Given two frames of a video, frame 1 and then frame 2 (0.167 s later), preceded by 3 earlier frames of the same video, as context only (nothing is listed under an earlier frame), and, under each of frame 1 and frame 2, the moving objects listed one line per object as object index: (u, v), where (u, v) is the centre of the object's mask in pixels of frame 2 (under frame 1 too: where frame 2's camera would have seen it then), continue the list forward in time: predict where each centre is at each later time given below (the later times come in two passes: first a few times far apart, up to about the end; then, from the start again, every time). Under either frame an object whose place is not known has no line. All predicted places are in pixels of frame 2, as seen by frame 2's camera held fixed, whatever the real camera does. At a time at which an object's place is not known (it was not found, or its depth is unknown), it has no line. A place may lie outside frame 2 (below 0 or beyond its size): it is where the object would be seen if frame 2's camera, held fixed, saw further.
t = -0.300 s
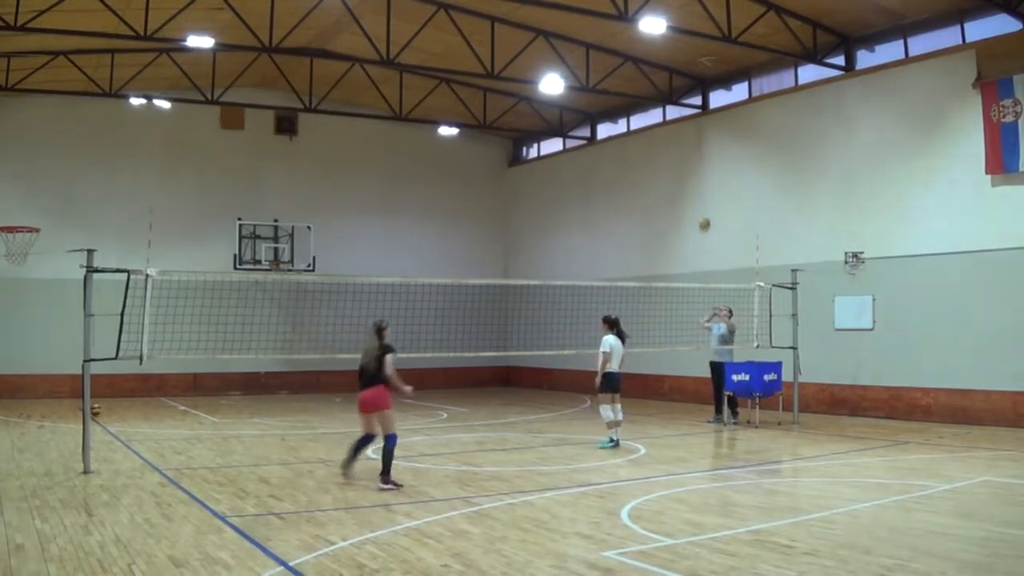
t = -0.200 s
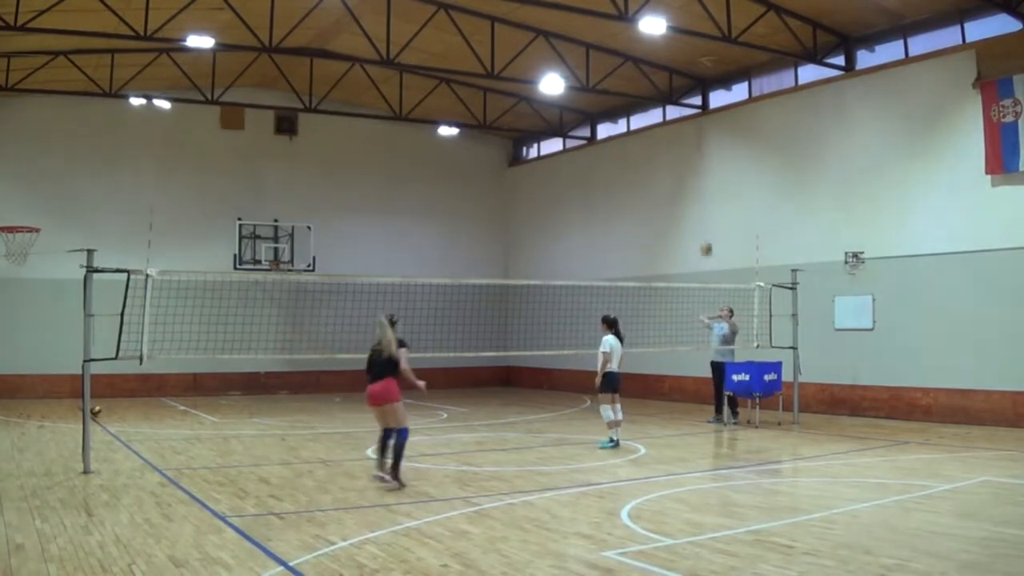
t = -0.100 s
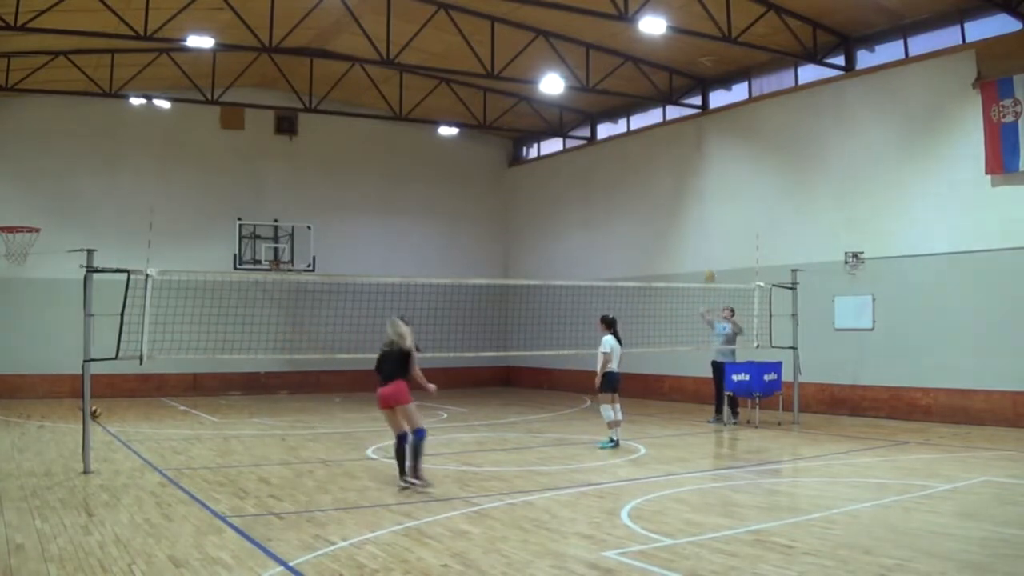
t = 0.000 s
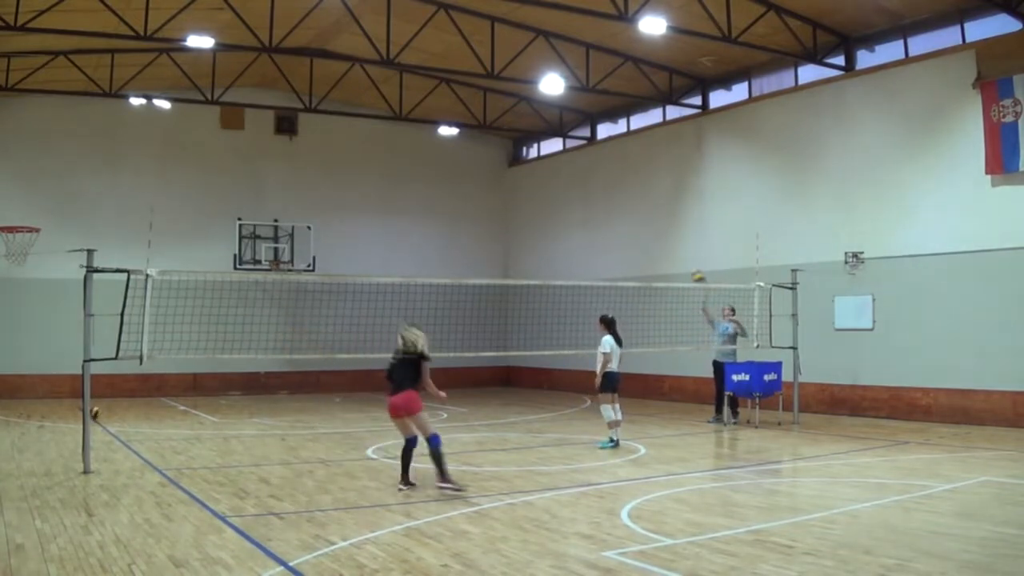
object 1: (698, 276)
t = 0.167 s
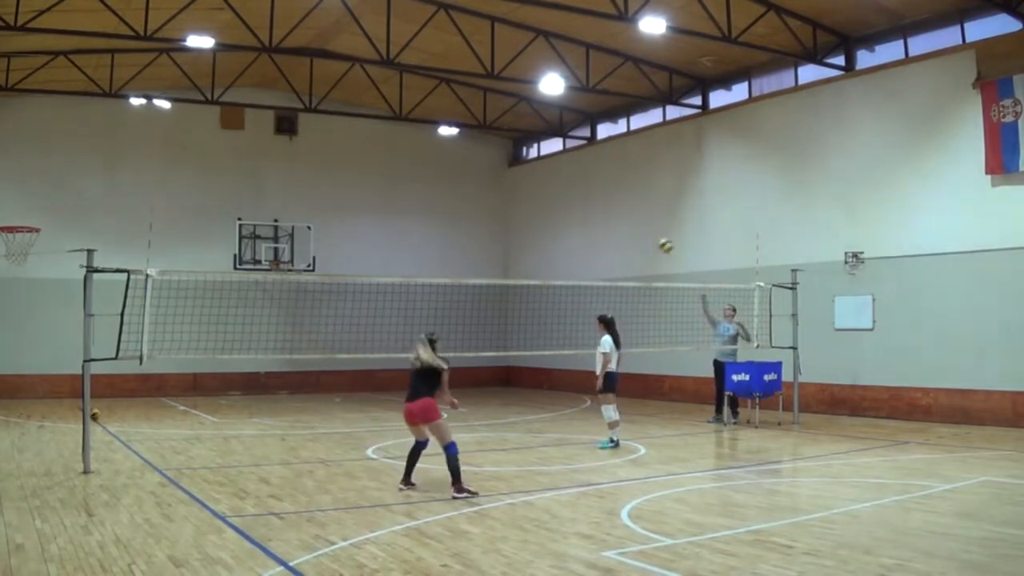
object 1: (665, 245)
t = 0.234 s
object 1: (649, 237)
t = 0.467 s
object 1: (595, 233)
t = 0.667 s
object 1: (538, 270)
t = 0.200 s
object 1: (657, 240)
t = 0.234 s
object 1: (649, 237)
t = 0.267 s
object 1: (643, 234)
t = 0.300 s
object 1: (636, 232)
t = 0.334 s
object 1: (628, 231)
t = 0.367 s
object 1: (621, 229)
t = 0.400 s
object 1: (611, 230)
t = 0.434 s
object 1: (604, 231)
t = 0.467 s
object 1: (595, 233)
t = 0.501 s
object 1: (586, 236)
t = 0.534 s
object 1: (578, 240)
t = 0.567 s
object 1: (568, 246)
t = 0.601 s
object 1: (560, 252)
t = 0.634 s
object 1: (550, 260)
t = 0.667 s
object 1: (538, 270)
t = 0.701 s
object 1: (527, 281)
